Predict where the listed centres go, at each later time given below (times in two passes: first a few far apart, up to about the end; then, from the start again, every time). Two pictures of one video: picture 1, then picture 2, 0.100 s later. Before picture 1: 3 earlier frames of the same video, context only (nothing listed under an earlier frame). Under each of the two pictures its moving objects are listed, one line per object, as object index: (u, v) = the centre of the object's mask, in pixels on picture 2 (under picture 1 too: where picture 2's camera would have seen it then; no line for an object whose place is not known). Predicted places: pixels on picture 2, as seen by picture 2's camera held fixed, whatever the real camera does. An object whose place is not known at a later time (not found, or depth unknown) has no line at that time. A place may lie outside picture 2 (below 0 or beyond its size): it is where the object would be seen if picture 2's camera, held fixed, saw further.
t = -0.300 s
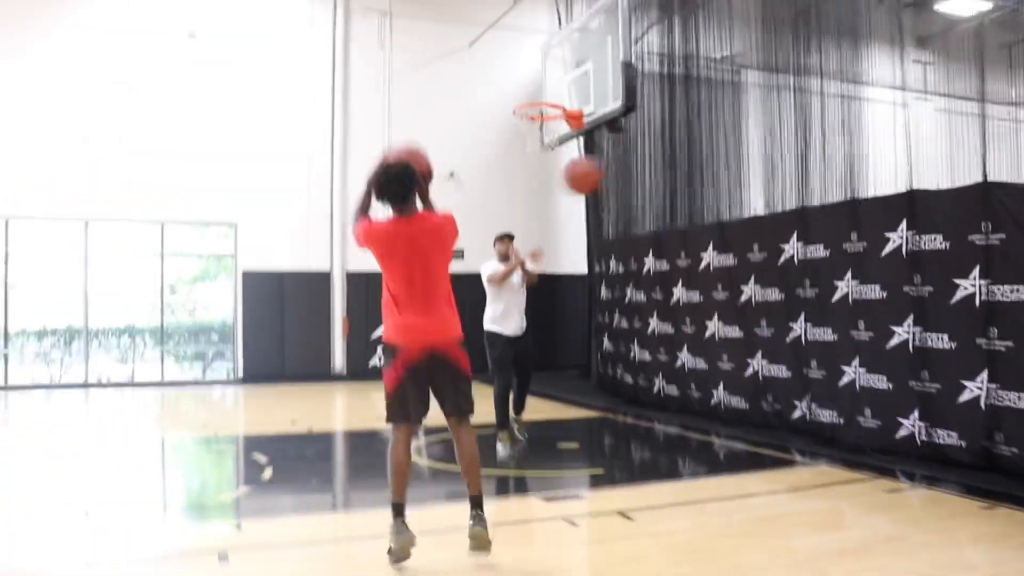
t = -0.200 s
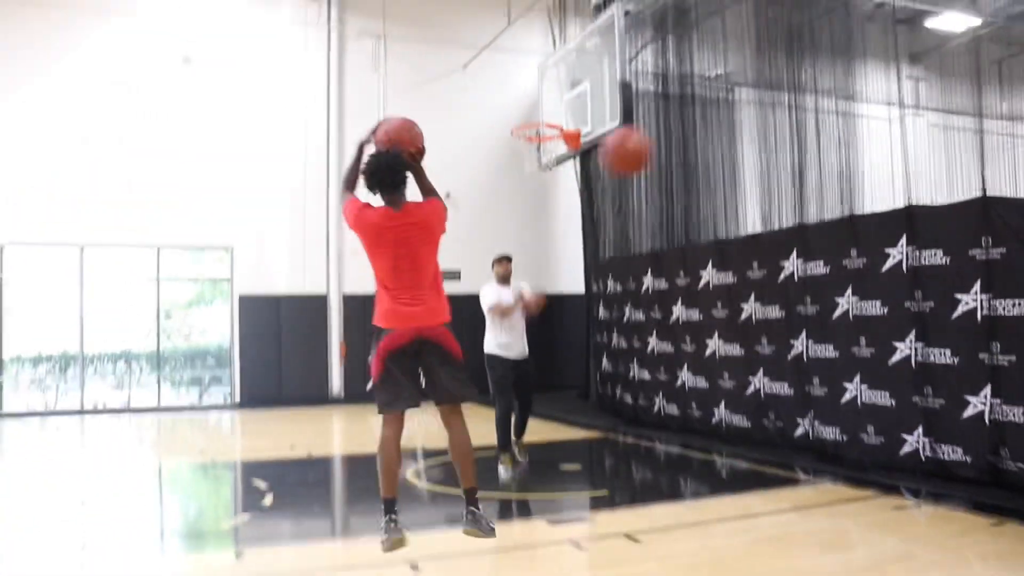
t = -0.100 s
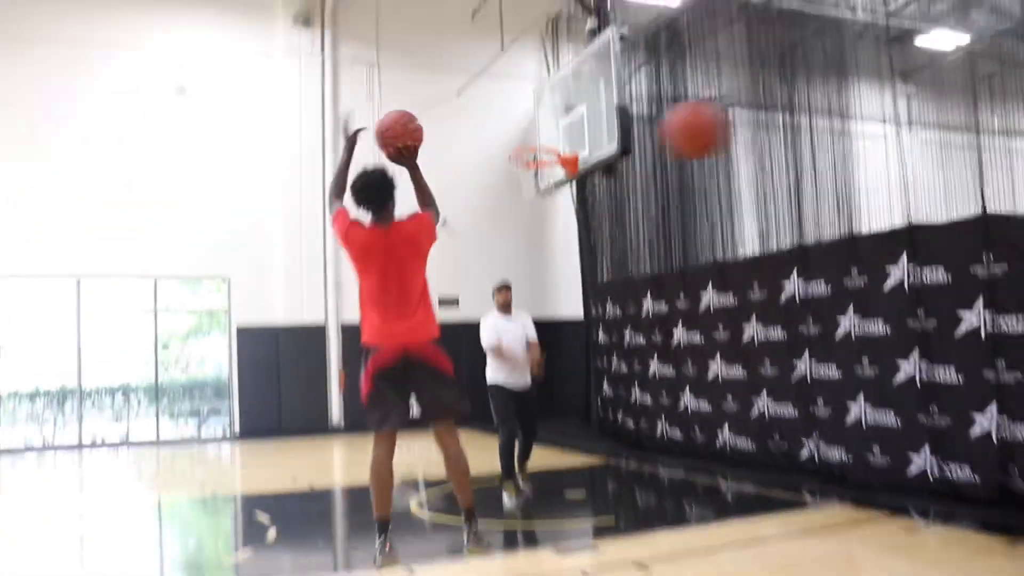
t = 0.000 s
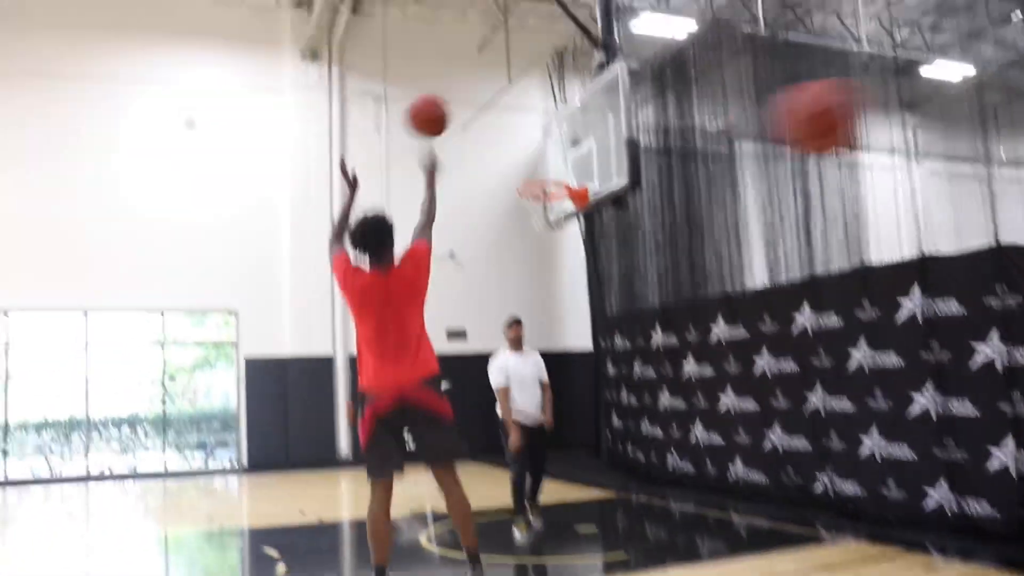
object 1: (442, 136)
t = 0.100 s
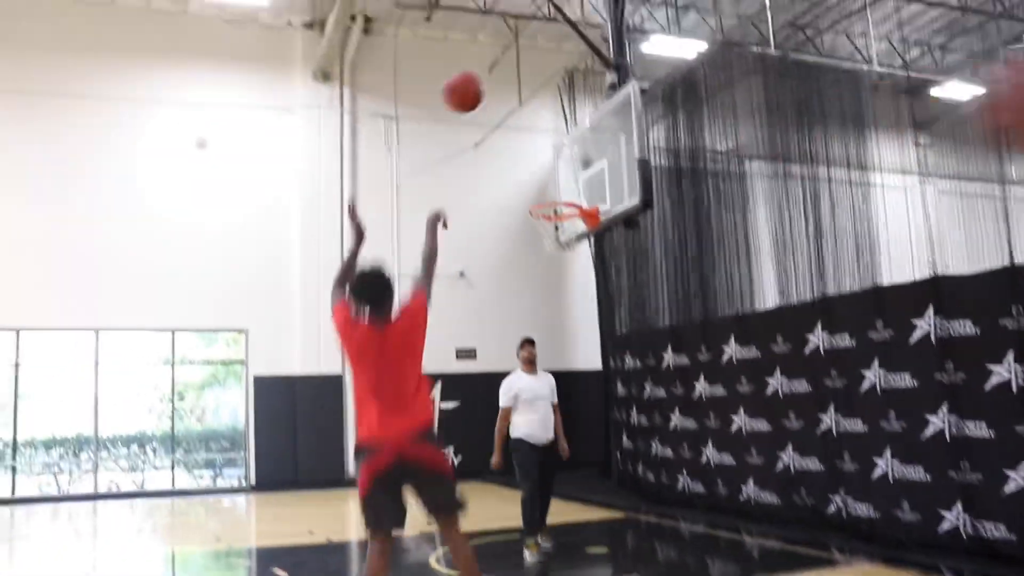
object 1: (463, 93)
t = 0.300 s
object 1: (498, 65)
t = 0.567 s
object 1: (533, 110)
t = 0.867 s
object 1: (561, 183)
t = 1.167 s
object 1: (571, 201)
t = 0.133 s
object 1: (470, 83)
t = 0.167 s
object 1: (475, 75)
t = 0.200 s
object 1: (481, 69)
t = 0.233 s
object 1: (487, 66)
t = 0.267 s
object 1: (491, 65)
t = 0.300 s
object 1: (498, 65)
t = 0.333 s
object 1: (501, 67)
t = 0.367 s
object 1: (507, 69)
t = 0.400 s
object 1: (512, 74)
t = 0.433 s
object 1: (518, 79)
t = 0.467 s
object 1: (521, 85)
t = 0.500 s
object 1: (526, 93)
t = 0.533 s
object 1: (529, 101)
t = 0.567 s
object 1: (533, 110)
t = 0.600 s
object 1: (537, 121)
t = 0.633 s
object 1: (542, 132)
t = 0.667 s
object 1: (547, 144)
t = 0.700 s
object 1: (552, 157)
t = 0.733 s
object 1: (555, 170)
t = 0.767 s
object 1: (558, 185)
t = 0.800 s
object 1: (560, 189)
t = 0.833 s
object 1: (561, 185)
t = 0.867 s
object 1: (561, 183)
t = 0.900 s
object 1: (563, 181)
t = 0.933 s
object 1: (563, 181)
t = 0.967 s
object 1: (565, 181)
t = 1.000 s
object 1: (565, 183)
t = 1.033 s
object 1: (567, 186)
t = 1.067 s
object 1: (567, 190)
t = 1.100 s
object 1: (568, 195)
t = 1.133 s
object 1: (569, 200)
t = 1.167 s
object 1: (571, 201)
